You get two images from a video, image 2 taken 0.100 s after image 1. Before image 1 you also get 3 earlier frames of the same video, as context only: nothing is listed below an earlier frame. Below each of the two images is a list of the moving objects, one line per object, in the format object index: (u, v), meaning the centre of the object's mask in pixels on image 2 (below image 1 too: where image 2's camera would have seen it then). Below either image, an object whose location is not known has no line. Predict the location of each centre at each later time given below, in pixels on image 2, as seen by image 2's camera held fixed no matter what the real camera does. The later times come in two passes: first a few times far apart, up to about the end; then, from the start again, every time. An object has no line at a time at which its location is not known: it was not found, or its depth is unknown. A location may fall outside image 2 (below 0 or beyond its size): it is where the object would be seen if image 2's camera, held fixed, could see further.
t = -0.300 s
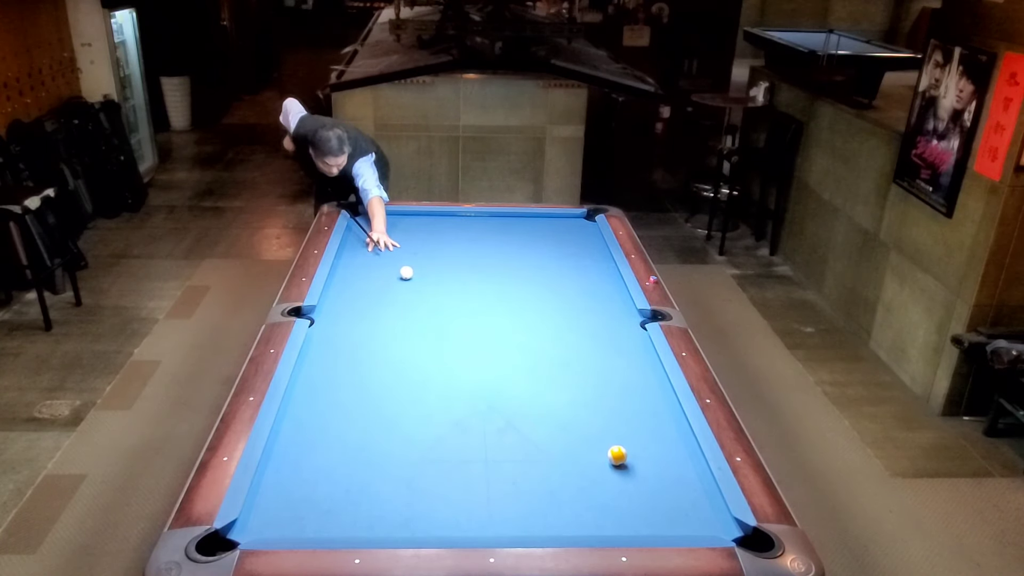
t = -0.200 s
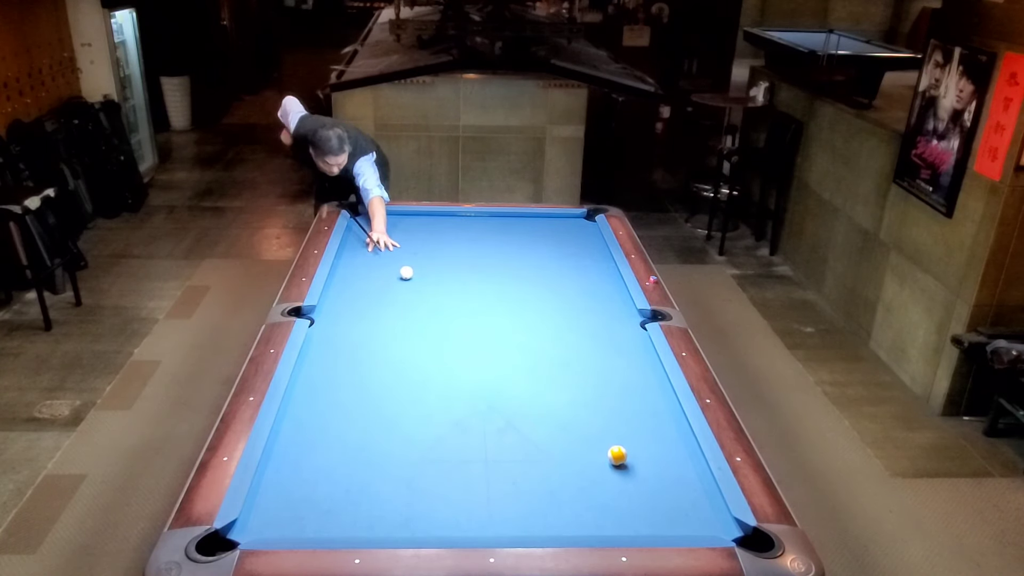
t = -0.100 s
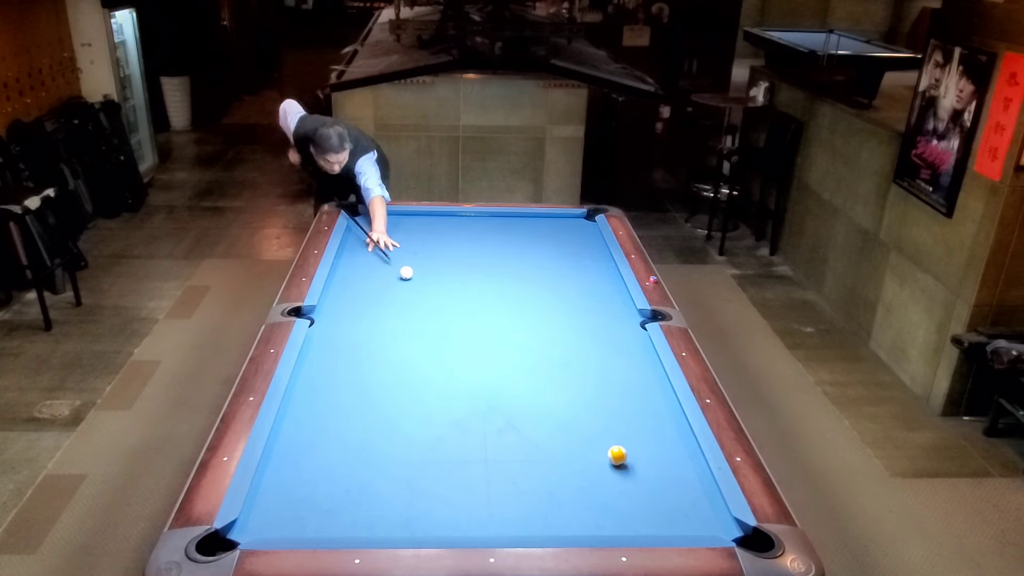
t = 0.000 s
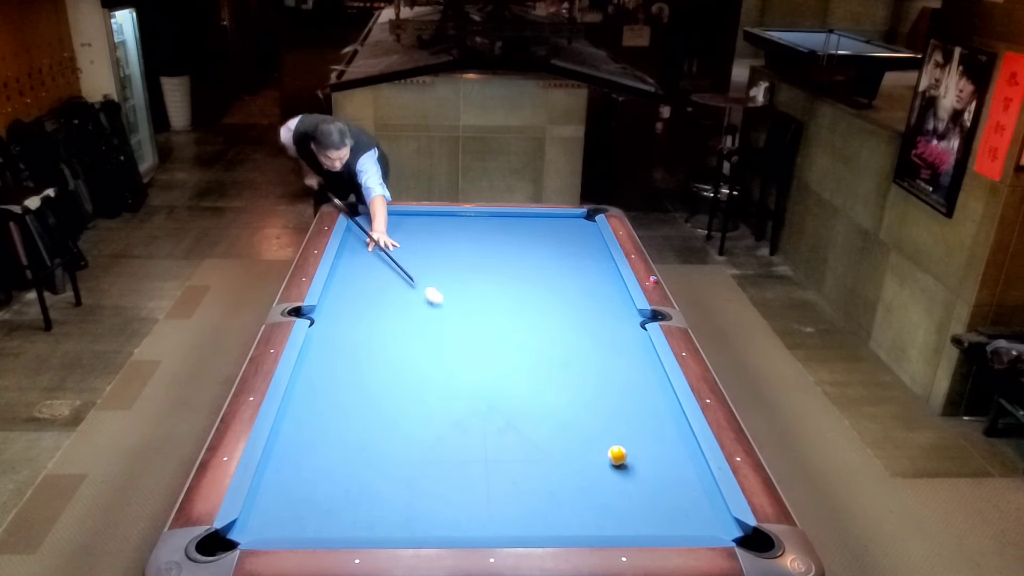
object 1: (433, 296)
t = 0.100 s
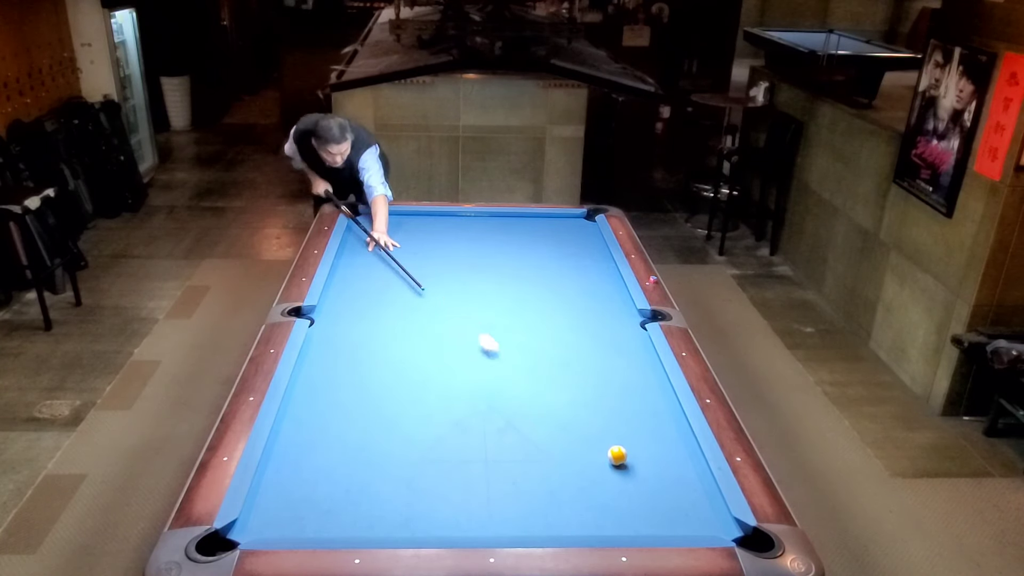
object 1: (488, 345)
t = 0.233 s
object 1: (578, 423)
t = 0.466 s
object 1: (585, 463)
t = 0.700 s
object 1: (564, 483)
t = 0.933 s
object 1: (543, 503)
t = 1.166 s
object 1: (521, 522)
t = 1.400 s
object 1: (496, 525)
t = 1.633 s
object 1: (471, 516)
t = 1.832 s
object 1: (451, 507)
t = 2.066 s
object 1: (429, 498)
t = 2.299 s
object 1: (409, 489)
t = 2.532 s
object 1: (391, 482)
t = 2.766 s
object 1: (374, 475)
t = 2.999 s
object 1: (358, 468)
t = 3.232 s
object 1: (344, 463)
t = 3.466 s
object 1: (332, 457)
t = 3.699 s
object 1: (320, 453)
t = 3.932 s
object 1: (310, 449)
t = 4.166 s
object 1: (301, 446)
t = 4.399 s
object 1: (293, 443)
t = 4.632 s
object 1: (286, 441)
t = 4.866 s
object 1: (280, 439)
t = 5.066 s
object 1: (279, 438)
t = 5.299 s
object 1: (279, 438)
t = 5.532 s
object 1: (279, 438)
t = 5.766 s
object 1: (278, 438)
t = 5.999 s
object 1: (278, 438)
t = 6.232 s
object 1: (278, 438)
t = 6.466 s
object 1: (278, 438)
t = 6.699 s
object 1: (278, 439)
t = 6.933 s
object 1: (278, 439)
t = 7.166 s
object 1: (278, 439)
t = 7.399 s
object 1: (278, 439)
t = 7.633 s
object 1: (277, 439)
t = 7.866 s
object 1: (278, 439)
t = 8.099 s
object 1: (278, 439)
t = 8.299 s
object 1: (278, 439)
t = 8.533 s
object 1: (278, 439)
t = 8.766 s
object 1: (278, 439)
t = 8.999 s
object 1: (278, 439)
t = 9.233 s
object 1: (278, 439)
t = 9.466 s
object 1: (278, 439)
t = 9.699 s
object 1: (278, 439)
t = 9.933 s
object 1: (278, 439)
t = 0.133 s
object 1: (509, 362)
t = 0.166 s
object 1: (530, 381)
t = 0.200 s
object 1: (554, 402)
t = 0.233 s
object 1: (578, 423)
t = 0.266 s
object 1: (601, 444)
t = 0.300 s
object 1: (600, 450)
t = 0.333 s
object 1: (596, 452)
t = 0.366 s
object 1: (593, 455)
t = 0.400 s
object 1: (590, 458)
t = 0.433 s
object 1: (587, 461)
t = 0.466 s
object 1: (585, 463)
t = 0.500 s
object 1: (582, 466)
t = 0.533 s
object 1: (579, 469)
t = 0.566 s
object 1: (576, 472)
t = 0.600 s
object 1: (573, 474)
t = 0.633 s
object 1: (571, 477)
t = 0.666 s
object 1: (567, 480)
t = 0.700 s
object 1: (564, 483)
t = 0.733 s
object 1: (562, 485)
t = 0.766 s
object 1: (558, 488)
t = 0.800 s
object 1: (556, 491)
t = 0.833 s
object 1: (552, 494)
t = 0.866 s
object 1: (549, 497)
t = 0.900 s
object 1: (546, 500)
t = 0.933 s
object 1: (543, 503)
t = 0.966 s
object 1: (540, 505)
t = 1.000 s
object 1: (537, 508)
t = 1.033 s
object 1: (534, 511)
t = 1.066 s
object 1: (531, 514)
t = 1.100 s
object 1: (527, 517)
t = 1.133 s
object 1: (524, 520)
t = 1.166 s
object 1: (521, 522)
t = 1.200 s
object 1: (518, 524)
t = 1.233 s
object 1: (514, 526)
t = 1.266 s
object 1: (511, 528)
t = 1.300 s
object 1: (507, 528)
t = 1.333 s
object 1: (503, 527)
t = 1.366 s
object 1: (500, 526)
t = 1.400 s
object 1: (496, 525)
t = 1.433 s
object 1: (492, 525)
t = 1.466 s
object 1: (488, 524)
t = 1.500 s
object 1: (485, 523)
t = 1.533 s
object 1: (481, 521)
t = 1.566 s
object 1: (478, 520)
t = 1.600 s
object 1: (474, 517)
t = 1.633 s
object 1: (471, 516)
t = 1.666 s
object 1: (467, 515)
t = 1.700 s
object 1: (464, 513)
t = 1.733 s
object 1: (461, 512)
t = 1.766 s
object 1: (457, 510)
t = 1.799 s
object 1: (454, 509)
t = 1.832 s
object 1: (451, 507)
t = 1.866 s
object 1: (448, 506)
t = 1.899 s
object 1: (445, 505)
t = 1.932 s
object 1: (441, 503)
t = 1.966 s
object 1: (438, 502)
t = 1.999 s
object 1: (435, 501)
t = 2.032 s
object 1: (432, 499)
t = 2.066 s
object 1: (429, 498)
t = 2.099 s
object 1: (426, 497)
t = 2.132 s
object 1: (423, 495)
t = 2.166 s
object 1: (420, 494)
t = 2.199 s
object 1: (418, 493)
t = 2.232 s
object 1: (415, 492)
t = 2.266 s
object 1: (412, 491)
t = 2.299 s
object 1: (409, 489)
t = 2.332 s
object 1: (406, 488)
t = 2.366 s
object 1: (404, 487)
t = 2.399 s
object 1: (401, 486)
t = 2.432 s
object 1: (399, 485)
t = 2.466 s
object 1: (396, 484)
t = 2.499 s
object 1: (393, 483)
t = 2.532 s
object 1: (391, 482)
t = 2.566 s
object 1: (388, 481)
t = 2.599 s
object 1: (386, 480)
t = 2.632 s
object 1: (383, 479)
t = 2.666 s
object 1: (381, 478)
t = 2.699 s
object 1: (378, 477)
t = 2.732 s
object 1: (376, 476)
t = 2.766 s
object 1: (374, 475)
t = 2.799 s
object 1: (371, 474)
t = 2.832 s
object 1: (369, 473)
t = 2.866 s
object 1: (367, 472)
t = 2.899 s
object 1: (365, 471)
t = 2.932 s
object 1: (363, 470)
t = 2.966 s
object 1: (360, 469)
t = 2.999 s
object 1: (358, 468)
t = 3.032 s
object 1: (356, 468)
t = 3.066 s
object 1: (354, 467)
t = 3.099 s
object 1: (352, 466)
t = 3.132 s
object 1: (350, 465)
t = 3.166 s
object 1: (348, 464)
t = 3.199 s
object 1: (346, 464)
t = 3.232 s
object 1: (344, 463)
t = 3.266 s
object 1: (342, 462)
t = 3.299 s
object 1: (341, 461)
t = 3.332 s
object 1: (339, 460)
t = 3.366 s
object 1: (337, 460)
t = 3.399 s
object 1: (335, 459)
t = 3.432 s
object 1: (334, 458)
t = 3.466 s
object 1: (332, 457)
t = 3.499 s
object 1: (330, 457)
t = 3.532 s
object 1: (329, 456)
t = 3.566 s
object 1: (327, 455)
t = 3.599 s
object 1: (325, 455)
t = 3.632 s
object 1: (324, 454)
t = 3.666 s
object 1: (322, 453)
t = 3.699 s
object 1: (320, 453)
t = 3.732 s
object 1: (319, 452)
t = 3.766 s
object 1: (318, 452)
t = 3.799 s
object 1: (316, 451)
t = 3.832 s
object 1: (314, 450)
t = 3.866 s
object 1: (313, 450)
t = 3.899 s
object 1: (312, 449)
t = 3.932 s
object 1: (310, 449)
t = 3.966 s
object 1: (309, 448)
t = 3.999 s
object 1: (308, 448)
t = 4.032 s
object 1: (306, 447)
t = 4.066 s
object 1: (305, 447)
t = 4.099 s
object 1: (304, 446)
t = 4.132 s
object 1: (302, 446)
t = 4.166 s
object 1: (301, 446)
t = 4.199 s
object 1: (300, 445)
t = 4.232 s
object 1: (299, 445)
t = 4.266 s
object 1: (298, 444)
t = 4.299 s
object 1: (296, 444)
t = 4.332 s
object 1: (295, 443)
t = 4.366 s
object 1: (294, 443)
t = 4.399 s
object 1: (293, 443)
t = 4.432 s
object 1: (292, 443)
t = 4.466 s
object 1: (291, 442)
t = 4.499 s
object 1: (290, 442)
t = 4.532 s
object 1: (289, 442)
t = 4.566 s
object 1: (288, 442)
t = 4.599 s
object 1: (287, 441)
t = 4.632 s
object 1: (286, 441)
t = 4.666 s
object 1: (285, 441)
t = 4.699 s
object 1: (284, 441)
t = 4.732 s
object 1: (283, 440)
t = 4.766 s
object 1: (282, 440)
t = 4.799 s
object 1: (281, 440)
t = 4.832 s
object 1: (280, 440)
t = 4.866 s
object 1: (280, 439)
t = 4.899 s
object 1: (279, 439)
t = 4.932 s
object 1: (278, 439)
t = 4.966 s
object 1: (278, 439)
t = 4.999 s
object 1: (278, 438)
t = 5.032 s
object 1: (278, 438)
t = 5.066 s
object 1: (279, 438)
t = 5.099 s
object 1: (279, 438)
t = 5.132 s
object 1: (279, 438)
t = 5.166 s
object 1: (279, 438)
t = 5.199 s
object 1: (279, 438)
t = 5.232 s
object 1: (279, 438)
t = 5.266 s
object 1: (279, 438)
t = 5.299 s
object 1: (279, 438)
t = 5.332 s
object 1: (279, 438)
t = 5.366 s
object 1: (279, 438)
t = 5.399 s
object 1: (279, 438)
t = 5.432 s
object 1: (279, 438)
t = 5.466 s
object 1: (279, 438)
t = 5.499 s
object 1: (279, 438)
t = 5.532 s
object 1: (279, 438)
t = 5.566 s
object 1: (279, 438)
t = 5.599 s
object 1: (279, 438)
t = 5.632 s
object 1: (279, 438)
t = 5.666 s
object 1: (278, 438)
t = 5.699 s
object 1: (278, 438)
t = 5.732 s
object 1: (278, 438)
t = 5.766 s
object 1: (278, 438)
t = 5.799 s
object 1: (278, 438)
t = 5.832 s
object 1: (278, 438)
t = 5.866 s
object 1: (278, 438)
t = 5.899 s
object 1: (278, 438)
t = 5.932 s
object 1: (278, 438)
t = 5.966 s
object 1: (278, 438)
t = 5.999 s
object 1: (278, 438)
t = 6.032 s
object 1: (278, 438)
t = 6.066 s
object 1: (278, 438)
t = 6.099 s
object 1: (278, 438)
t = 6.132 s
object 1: (278, 438)
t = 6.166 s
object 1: (278, 438)
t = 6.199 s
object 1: (278, 438)
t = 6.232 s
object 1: (278, 438)
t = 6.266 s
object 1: (278, 438)
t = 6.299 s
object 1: (278, 438)
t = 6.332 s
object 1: (278, 439)
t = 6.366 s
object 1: (278, 439)
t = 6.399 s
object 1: (278, 439)
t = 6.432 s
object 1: (278, 438)
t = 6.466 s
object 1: (278, 438)
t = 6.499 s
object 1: (278, 438)
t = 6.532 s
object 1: (278, 439)
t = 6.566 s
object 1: (278, 438)
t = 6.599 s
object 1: (278, 439)
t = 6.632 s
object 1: (278, 439)
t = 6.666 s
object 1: (278, 439)
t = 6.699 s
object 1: (278, 439)
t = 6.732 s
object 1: (278, 439)
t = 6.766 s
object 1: (278, 439)
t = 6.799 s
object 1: (278, 439)
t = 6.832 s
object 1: (278, 439)
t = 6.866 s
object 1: (278, 439)
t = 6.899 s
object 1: (278, 439)
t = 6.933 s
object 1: (278, 439)
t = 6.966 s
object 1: (278, 439)
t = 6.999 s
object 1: (278, 439)
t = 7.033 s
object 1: (278, 439)
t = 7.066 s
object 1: (278, 439)
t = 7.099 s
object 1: (278, 439)
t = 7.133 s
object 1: (278, 439)
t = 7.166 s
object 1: (278, 439)
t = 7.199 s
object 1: (277, 439)
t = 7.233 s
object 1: (277, 439)
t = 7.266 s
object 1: (278, 439)
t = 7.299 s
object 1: (278, 439)
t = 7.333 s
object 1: (278, 439)
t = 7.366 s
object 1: (278, 439)
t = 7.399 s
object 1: (278, 439)
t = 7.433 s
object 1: (278, 439)
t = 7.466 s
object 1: (278, 439)
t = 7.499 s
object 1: (278, 439)
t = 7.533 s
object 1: (278, 439)
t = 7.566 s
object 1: (278, 439)
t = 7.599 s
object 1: (277, 439)
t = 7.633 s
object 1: (277, 439)
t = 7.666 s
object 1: (278, 439)
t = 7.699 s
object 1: (278, 439)
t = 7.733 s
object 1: (278, 439)
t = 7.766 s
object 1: (278, 439)
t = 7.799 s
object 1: (278, 439)
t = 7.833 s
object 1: (278, 439)
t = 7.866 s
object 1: (278, 439)
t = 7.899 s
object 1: (278, 439)
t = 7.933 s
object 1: (278, 439)
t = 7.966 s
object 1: (278, 439)
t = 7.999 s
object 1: (278, 439)
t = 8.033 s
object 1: (278, 439)
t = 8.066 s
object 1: (278, 439)
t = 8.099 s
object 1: (278, 439)
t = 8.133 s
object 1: (278, 439)
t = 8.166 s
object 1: (278, 439)
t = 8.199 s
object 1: (278, 439)
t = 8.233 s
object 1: (278, 439)
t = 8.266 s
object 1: (278, 439)
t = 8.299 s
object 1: (278, 439)
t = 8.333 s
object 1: (278, 439)
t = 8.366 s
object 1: (278, 439)
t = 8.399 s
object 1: (278, 439)
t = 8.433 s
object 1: (278, 439)
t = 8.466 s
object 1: (278, 439)
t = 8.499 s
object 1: (278, 439)
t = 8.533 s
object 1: (278, 439)
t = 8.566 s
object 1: (278, 439)
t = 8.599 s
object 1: (278, 439)
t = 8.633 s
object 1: (278, 439)
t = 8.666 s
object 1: (278, 439)
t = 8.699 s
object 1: (278, 439)
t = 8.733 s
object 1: (278, 439)
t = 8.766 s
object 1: (278, 439)
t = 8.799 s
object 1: (278, 439)
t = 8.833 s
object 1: (278, 439)
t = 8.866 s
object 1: (278, 439)
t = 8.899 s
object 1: (278, 439)
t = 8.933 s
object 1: (278, 439)
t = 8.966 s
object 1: (278, 439)
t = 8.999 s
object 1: (278, 439)
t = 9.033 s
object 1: (278, 439)
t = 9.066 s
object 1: (278, 439)
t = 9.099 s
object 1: (278, 439)
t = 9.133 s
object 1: (278, 439)
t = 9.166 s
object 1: (278, 439)
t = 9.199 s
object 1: (278, 439)
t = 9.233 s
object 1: (278, 439)
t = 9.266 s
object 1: (278, 439)
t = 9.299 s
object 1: (278, 439)
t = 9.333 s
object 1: (278, 439)
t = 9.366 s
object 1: (278, 439)
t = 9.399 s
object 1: (278, 439)
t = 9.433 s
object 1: (278, 439)
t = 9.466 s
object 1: (278, 439)
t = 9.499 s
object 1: (278, 439)
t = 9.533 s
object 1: (278, 439)
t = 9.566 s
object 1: (278, 439)
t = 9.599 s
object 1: (278, 439)
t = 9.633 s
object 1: (278, 439)
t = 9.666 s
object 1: (278, 439)
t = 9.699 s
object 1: (278, 439)
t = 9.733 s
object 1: (278, 439)
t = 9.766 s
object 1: (278, 439)
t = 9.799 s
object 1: (278, 439)
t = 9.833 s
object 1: (278, 439)
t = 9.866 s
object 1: (278, 439)
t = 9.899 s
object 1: (278, 439)
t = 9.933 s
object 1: (278, 439)
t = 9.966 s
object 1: (278, 439)
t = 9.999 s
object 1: (278, 439)
